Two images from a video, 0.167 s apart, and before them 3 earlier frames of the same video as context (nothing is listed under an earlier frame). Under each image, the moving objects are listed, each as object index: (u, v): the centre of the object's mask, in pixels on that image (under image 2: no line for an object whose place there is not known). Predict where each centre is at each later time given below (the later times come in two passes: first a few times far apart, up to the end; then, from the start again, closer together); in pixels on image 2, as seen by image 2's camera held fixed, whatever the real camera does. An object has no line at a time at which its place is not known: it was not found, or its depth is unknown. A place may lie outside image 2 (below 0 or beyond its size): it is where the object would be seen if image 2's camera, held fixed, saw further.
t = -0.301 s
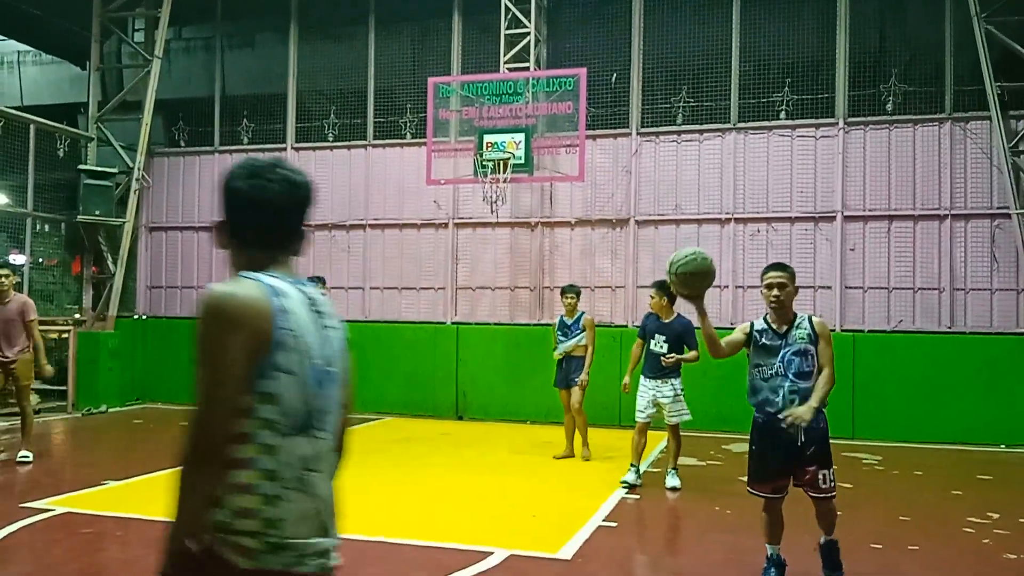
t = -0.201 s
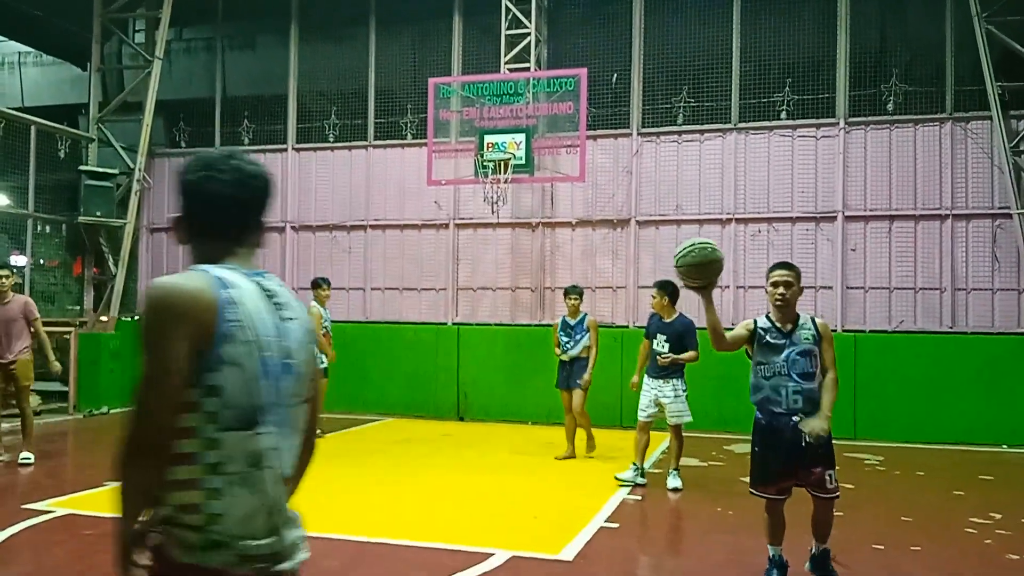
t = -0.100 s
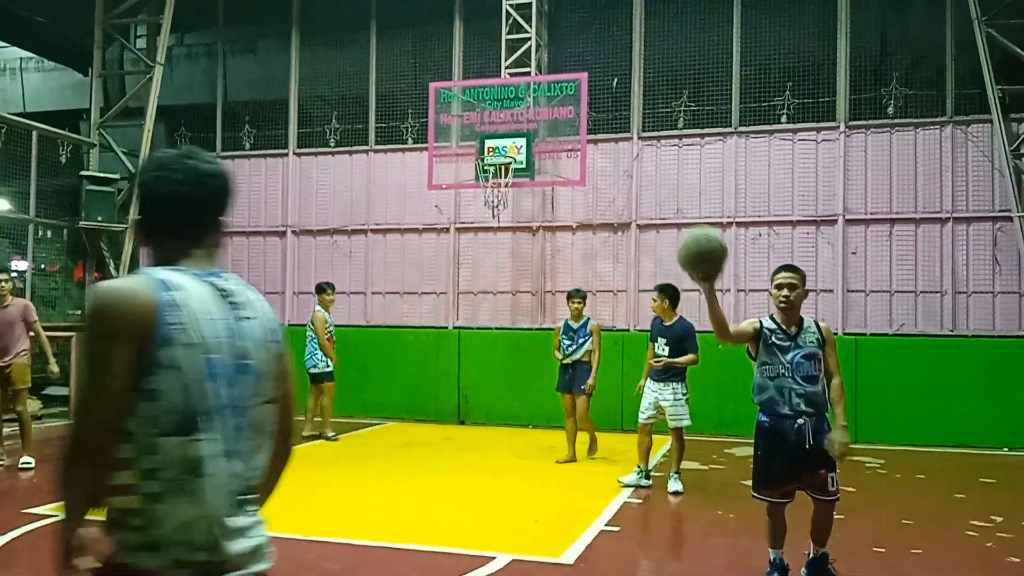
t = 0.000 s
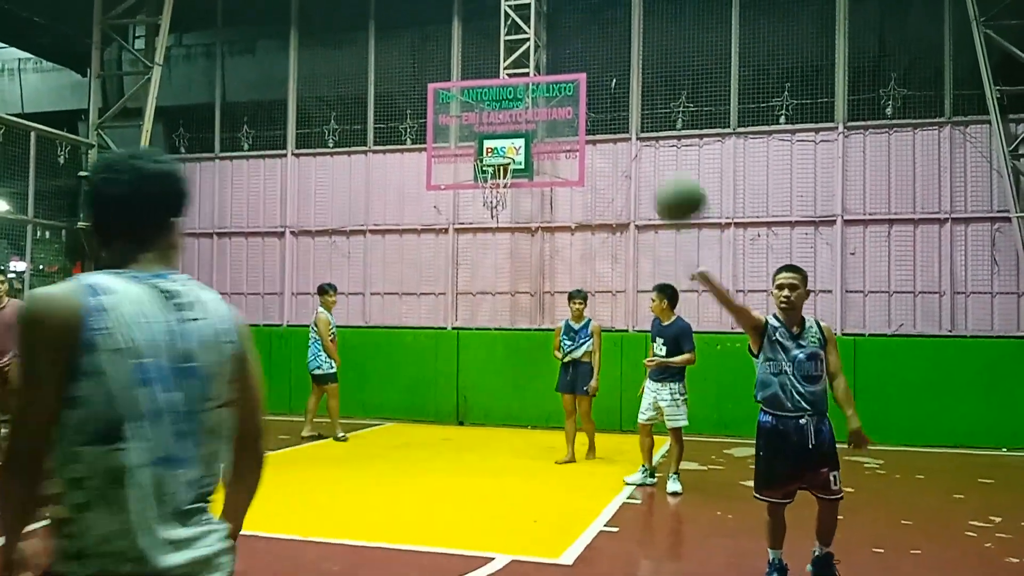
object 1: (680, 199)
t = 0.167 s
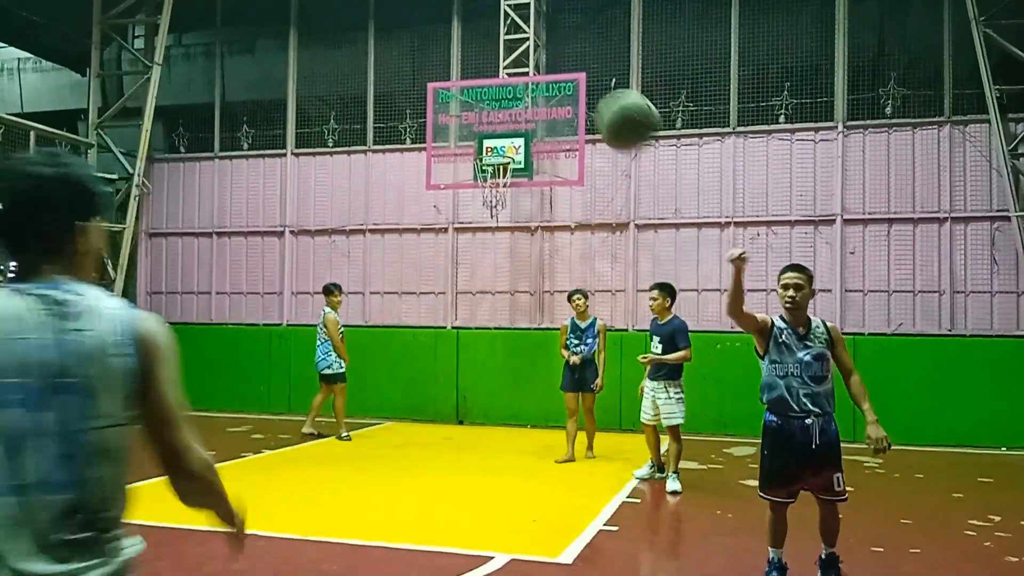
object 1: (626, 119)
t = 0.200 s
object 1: (615, 110)
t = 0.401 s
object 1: (530, 104)
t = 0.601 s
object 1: (403, 226)
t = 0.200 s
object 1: (615, 110)
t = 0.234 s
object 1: (603, 103)
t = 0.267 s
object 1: (591, 98)
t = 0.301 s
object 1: (576, 95)
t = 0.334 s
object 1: (562, 95)
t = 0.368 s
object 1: (547, 99)
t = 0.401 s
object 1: (530, 104)
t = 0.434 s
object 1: (511, 112)
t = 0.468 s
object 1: (493, 124)
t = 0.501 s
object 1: (472, 140)
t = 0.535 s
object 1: (452, 160)
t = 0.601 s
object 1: (403, 226)
